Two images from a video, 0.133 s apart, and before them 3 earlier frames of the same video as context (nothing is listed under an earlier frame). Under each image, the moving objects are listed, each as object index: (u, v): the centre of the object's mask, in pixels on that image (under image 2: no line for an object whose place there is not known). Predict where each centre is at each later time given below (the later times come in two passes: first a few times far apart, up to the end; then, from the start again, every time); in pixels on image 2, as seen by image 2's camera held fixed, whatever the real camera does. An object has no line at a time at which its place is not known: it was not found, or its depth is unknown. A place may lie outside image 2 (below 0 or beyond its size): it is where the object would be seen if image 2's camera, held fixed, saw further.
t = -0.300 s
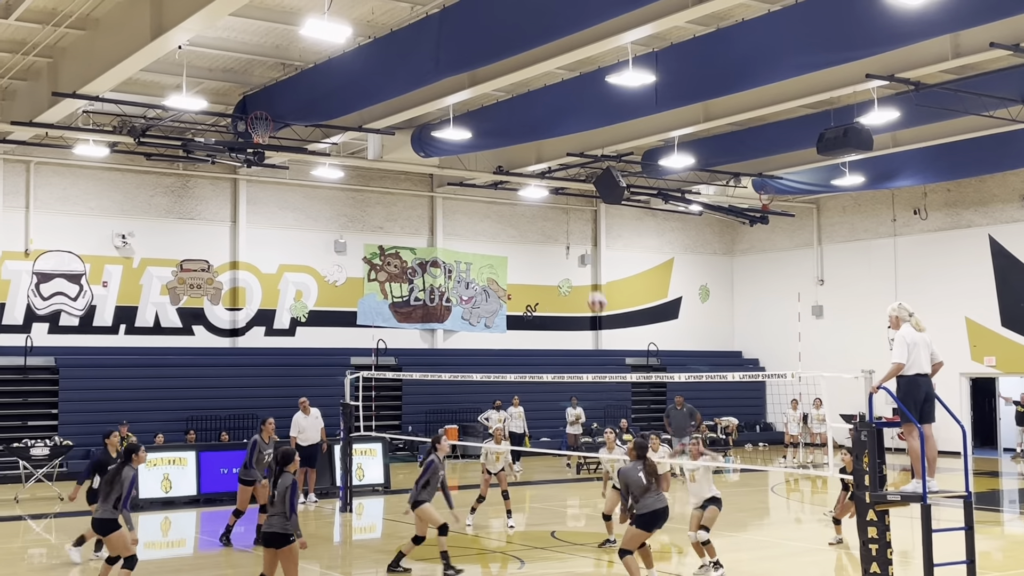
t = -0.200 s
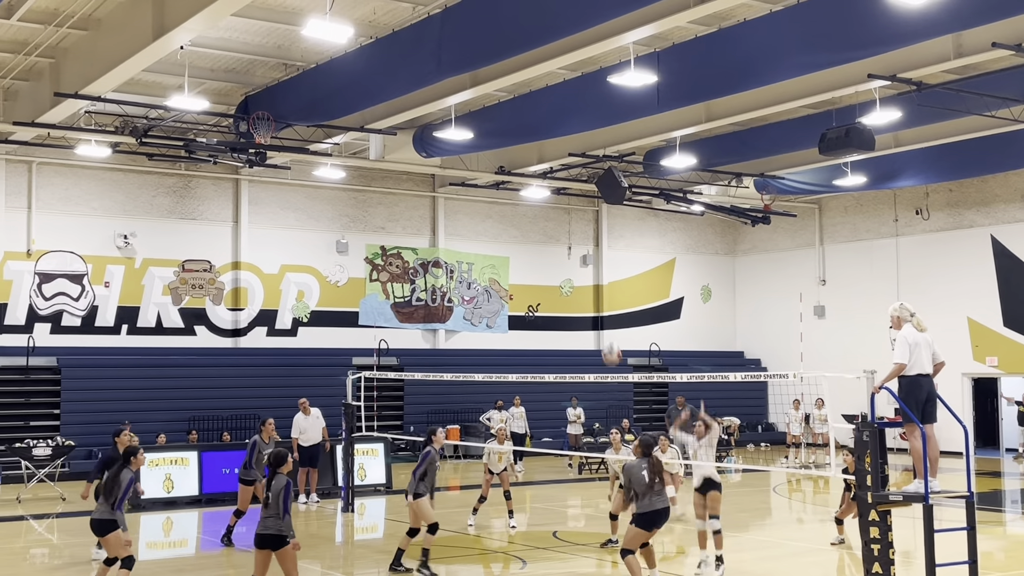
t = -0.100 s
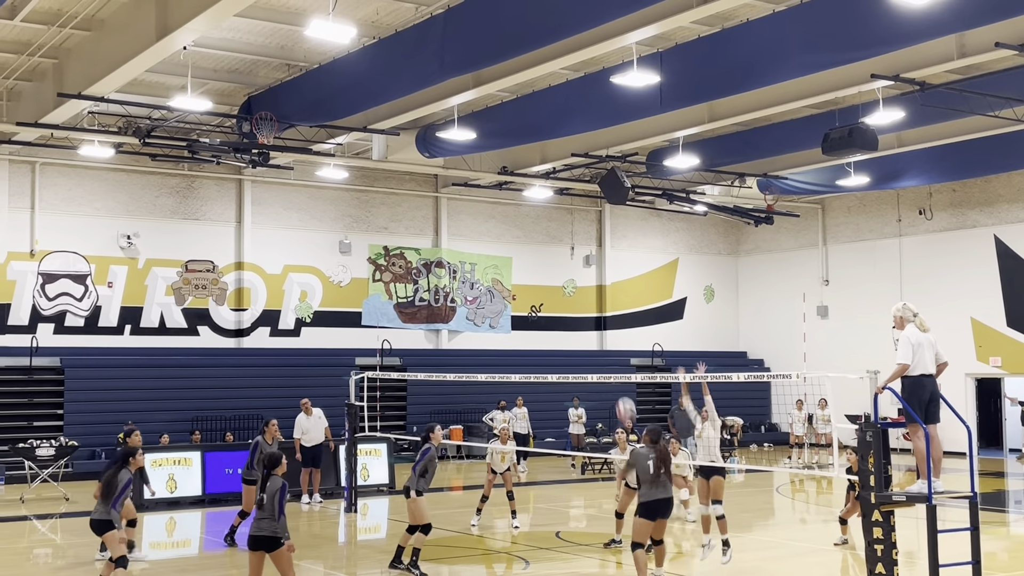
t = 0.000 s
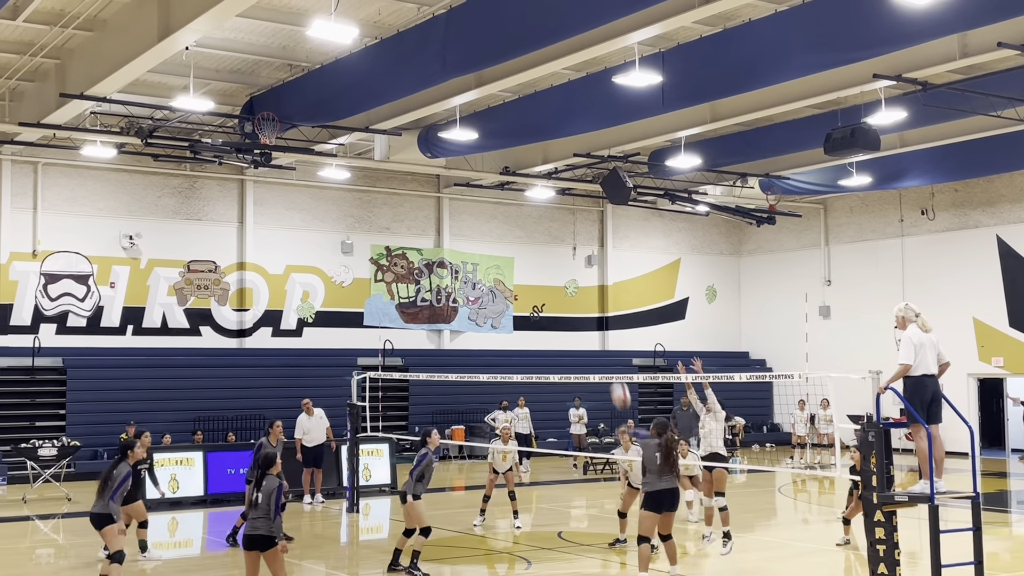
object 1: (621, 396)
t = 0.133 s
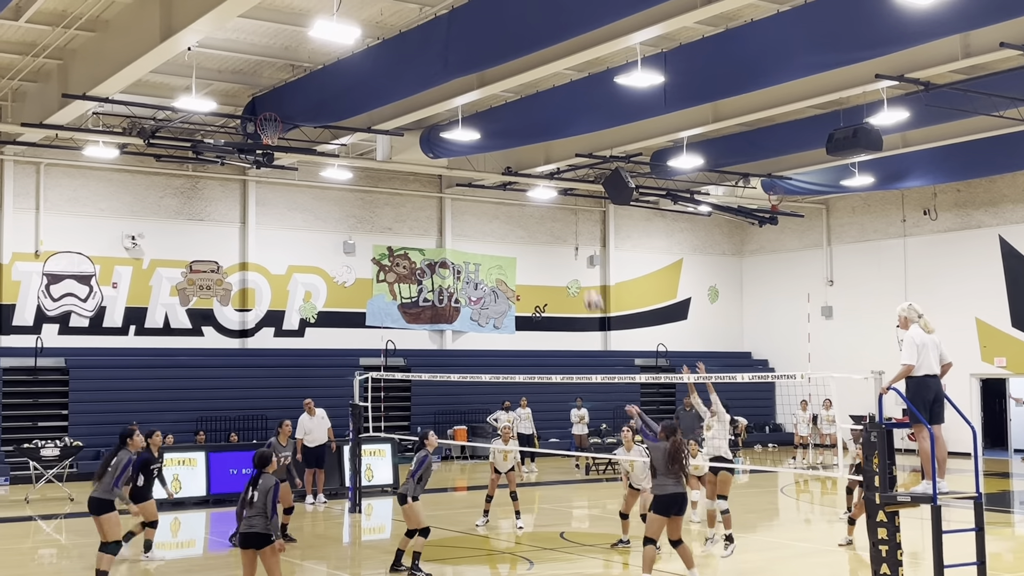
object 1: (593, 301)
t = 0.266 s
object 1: (565, 227)
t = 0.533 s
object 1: (508, 134)
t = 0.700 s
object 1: (474, 110)
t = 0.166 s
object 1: (586, 281)
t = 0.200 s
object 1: (578, 262)
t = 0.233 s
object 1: (571, 244)
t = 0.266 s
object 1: (565, 227)
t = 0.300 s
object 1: (558, 210)
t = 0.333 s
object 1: (553, 197)
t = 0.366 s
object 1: (544, 182)
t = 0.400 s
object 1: (536, 171)
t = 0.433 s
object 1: (529, 160)
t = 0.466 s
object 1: (522, 150)
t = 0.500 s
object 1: (515, 142)
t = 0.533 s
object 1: (508, 134)
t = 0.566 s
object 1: (502, 127)
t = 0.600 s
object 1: (495, 121)
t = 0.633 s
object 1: (488, 117)
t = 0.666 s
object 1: (481, 112)
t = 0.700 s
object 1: (474, 110)
